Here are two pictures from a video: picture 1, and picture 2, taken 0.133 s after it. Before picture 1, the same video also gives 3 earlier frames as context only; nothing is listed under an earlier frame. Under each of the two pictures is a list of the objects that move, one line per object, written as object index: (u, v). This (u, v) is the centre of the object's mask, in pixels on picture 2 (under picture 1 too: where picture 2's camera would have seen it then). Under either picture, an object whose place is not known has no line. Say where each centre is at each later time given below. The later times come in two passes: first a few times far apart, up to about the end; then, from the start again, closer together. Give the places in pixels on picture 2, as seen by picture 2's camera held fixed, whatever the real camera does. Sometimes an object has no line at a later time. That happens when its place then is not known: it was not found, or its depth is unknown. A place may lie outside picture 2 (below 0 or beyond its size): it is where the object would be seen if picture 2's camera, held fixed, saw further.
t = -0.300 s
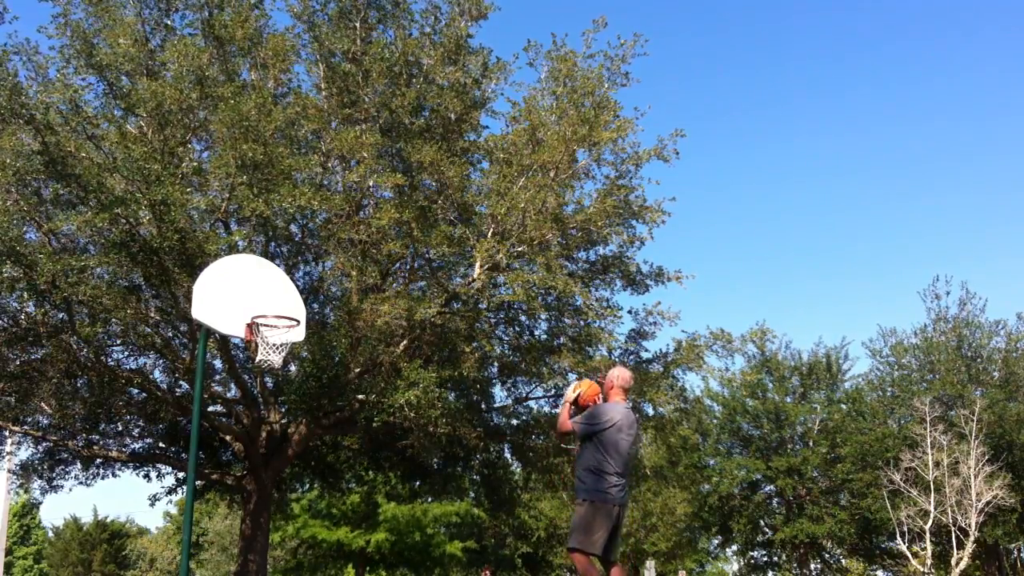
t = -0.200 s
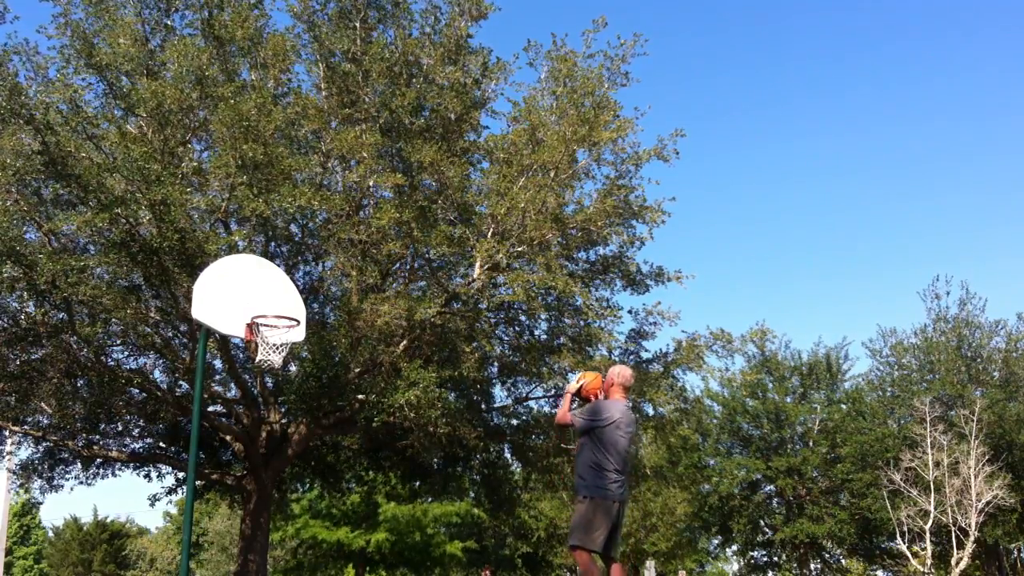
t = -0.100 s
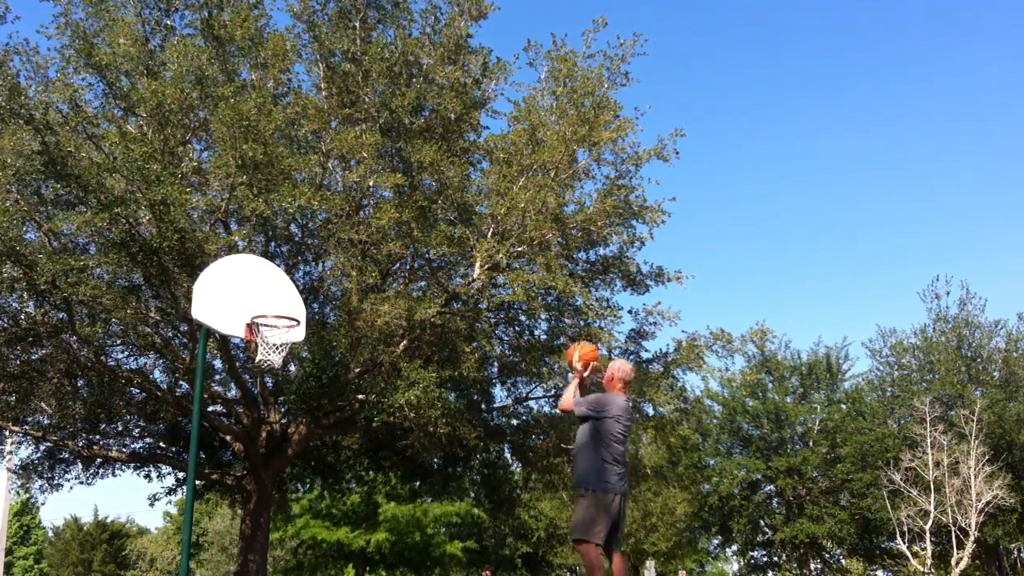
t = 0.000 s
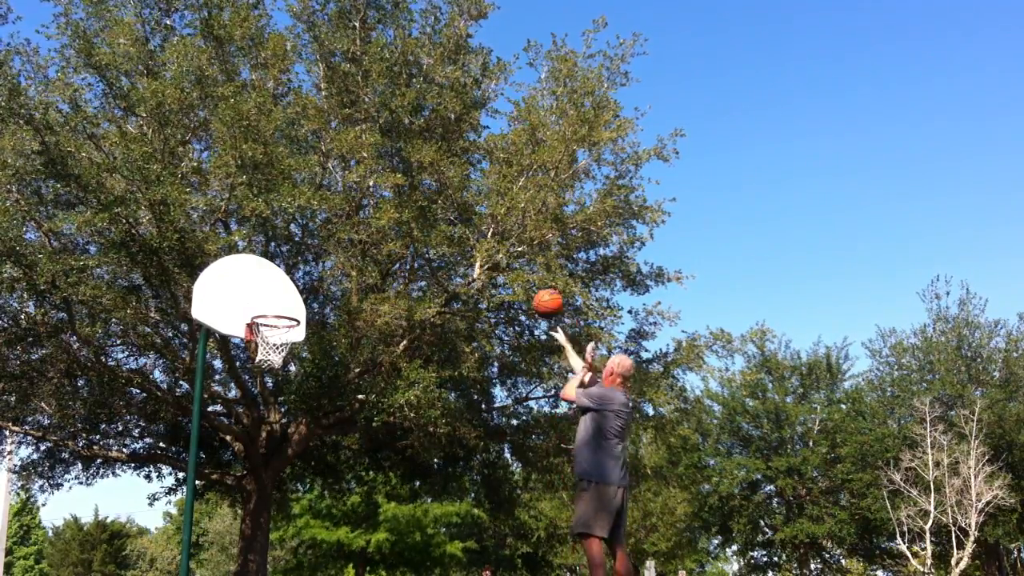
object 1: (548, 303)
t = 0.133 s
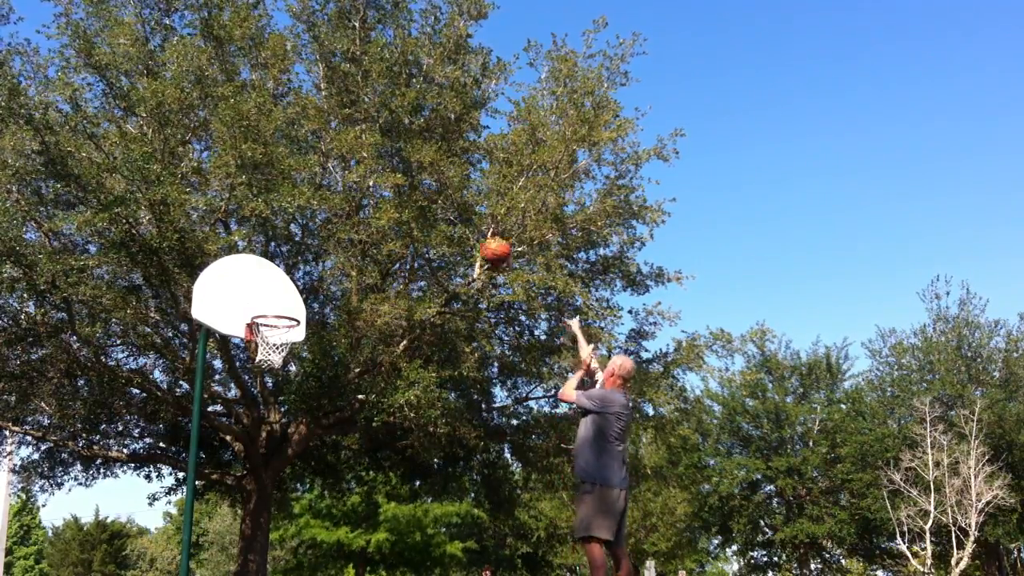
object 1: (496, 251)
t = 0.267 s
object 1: (448, 220)
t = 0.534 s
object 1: (367, 220)
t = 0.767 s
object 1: (304, 272)
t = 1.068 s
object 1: (276, 377)
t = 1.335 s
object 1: (288, 508)
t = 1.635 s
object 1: (312, 546)
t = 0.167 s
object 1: (484, 242)
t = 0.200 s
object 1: (473, 233)
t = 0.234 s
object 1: (460, 227)
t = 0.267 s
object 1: (448, 220)
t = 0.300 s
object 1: (437, 217)
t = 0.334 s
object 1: (427, 215)
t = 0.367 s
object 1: (417, 212)
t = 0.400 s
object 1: (407, 212)
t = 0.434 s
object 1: (397, 213)
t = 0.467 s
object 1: (387, 214)
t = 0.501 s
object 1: (377, 216)
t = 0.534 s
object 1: (367, 220)
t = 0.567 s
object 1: (358, 225)
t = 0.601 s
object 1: (348, 230)
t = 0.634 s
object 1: (339, 236)
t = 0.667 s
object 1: (331, 245)
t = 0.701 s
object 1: (320, 254)
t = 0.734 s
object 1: (311, 263)
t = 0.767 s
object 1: (304, 272)
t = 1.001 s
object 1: (271, 364)
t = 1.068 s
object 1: (276, 377)
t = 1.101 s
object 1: (278, 389)
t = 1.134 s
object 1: (280, 400)
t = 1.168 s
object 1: (281, 416)
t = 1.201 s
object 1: (283, 431)
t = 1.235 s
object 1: (284, 447)
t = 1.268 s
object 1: (285, 466)
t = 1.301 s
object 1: (287, 487)
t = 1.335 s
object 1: (288, 508)
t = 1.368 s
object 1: (289, 532)
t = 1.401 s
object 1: (291, 556)
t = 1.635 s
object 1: (312, 546)
